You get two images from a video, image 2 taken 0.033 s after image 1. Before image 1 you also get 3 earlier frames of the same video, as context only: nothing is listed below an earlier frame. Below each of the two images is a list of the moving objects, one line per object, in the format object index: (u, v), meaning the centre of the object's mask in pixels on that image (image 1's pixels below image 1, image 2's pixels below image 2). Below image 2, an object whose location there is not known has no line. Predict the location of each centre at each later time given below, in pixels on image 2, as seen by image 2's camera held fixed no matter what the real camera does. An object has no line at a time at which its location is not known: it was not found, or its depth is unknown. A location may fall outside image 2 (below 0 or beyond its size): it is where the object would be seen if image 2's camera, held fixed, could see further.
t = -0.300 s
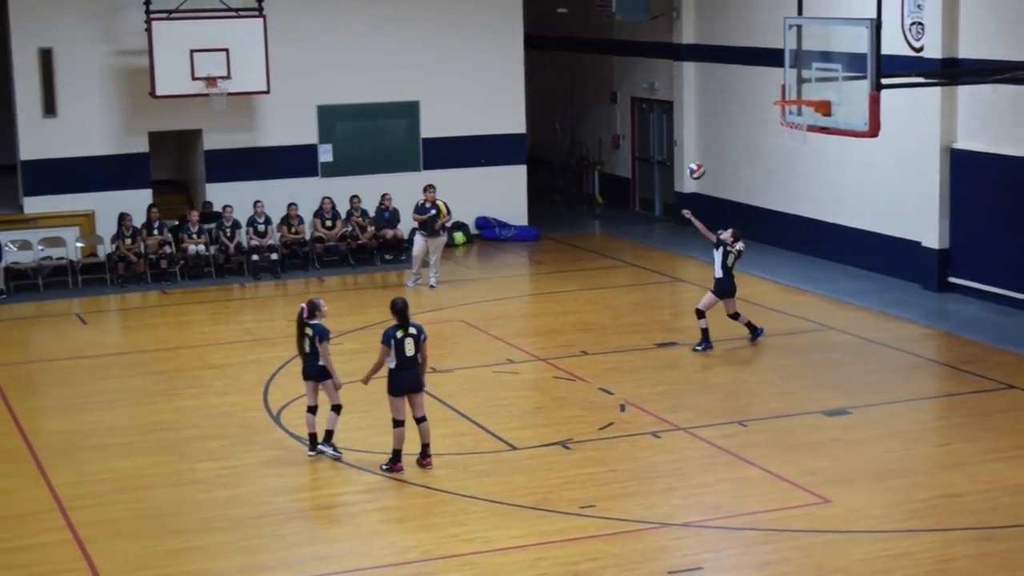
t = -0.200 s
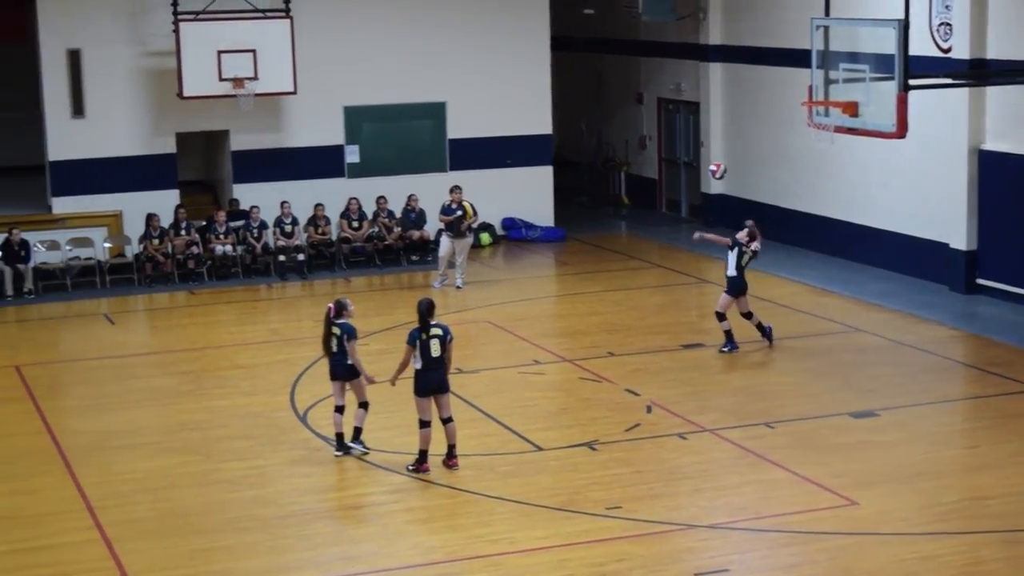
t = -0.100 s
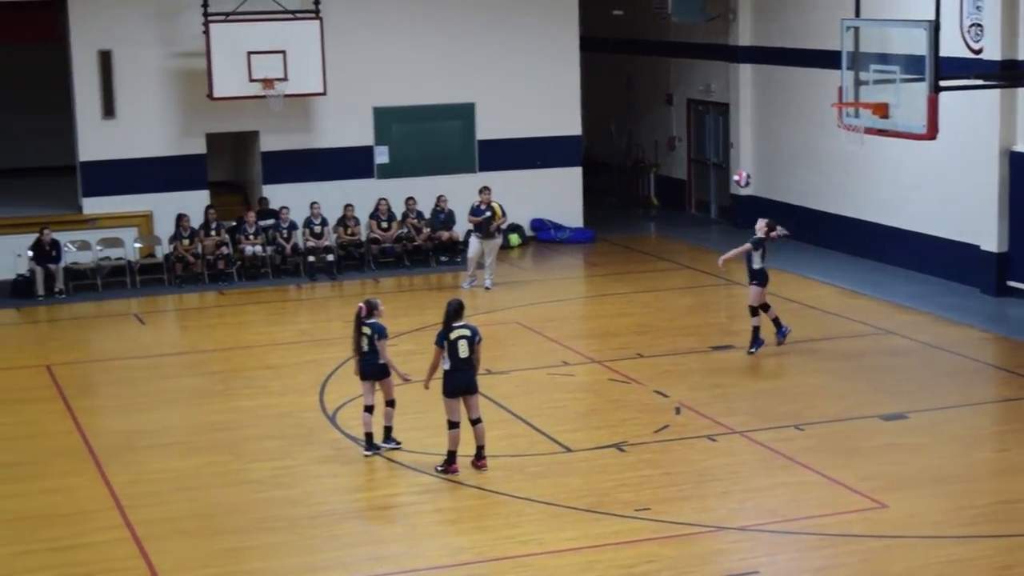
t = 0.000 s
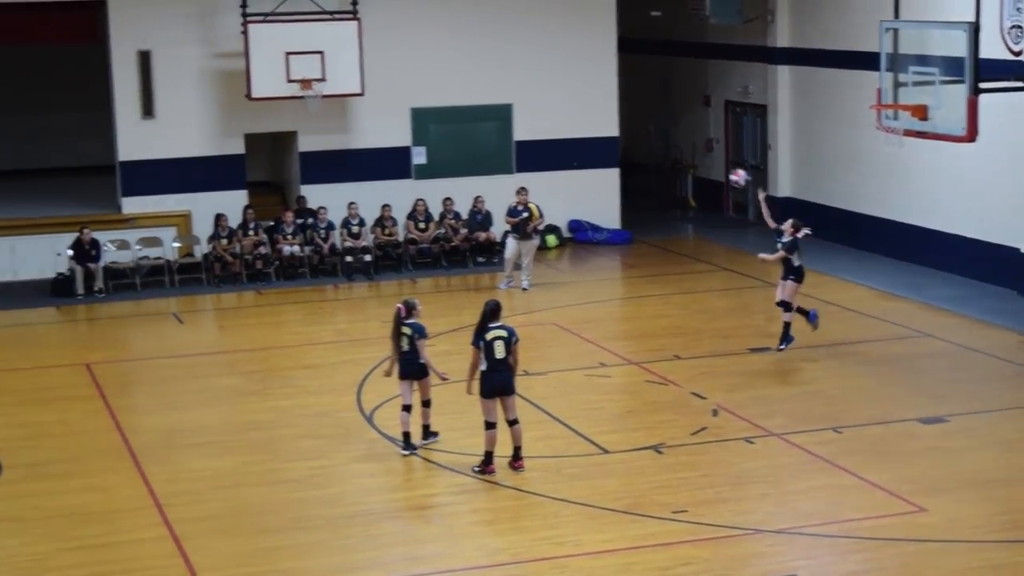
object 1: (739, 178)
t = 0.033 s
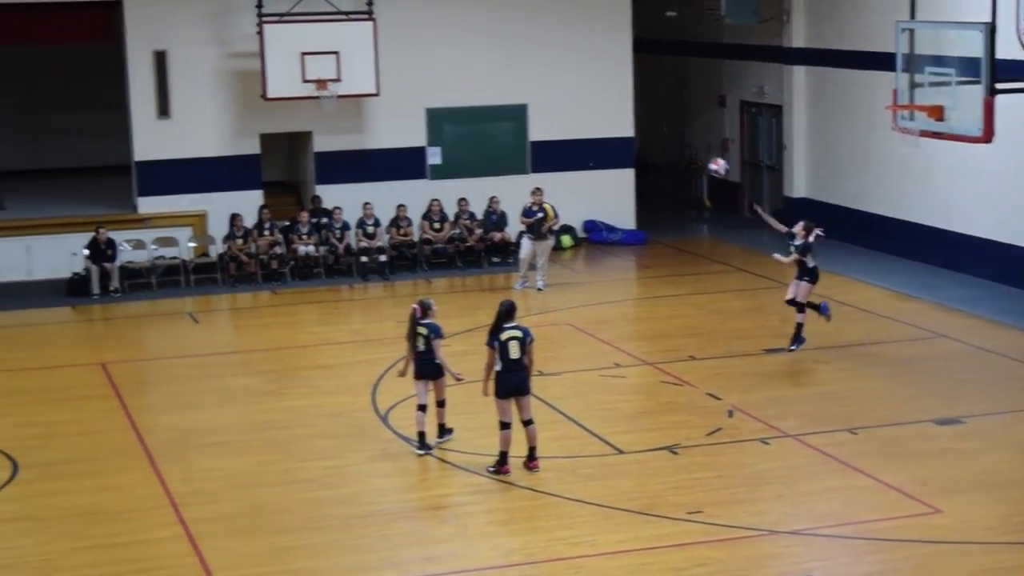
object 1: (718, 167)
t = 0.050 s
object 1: (701, 162)
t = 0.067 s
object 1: (684, 157)
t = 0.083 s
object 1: (667, 152)
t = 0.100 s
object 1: (650, 147)
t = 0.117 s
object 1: (632, 143)
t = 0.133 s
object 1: (615, 138)
